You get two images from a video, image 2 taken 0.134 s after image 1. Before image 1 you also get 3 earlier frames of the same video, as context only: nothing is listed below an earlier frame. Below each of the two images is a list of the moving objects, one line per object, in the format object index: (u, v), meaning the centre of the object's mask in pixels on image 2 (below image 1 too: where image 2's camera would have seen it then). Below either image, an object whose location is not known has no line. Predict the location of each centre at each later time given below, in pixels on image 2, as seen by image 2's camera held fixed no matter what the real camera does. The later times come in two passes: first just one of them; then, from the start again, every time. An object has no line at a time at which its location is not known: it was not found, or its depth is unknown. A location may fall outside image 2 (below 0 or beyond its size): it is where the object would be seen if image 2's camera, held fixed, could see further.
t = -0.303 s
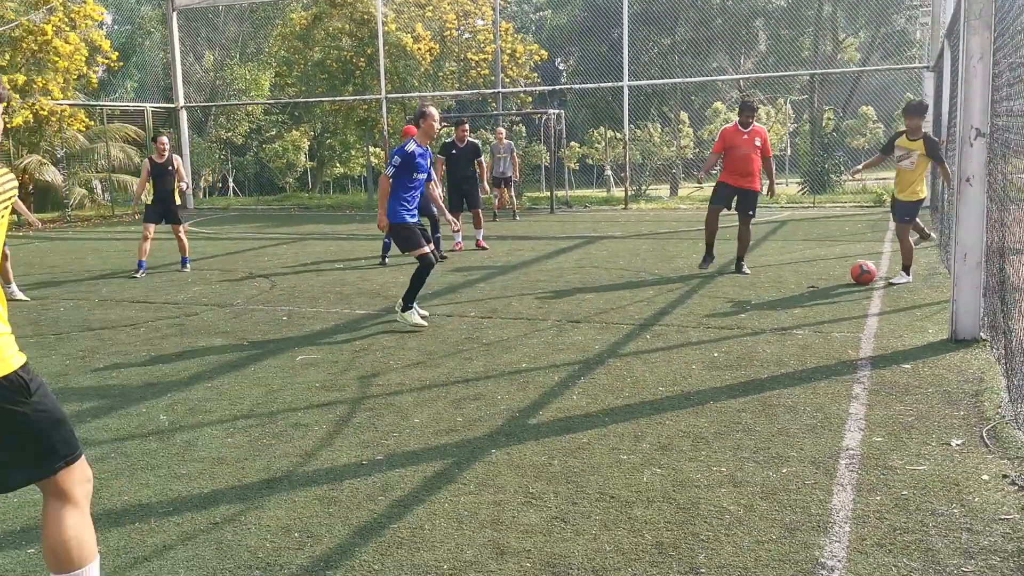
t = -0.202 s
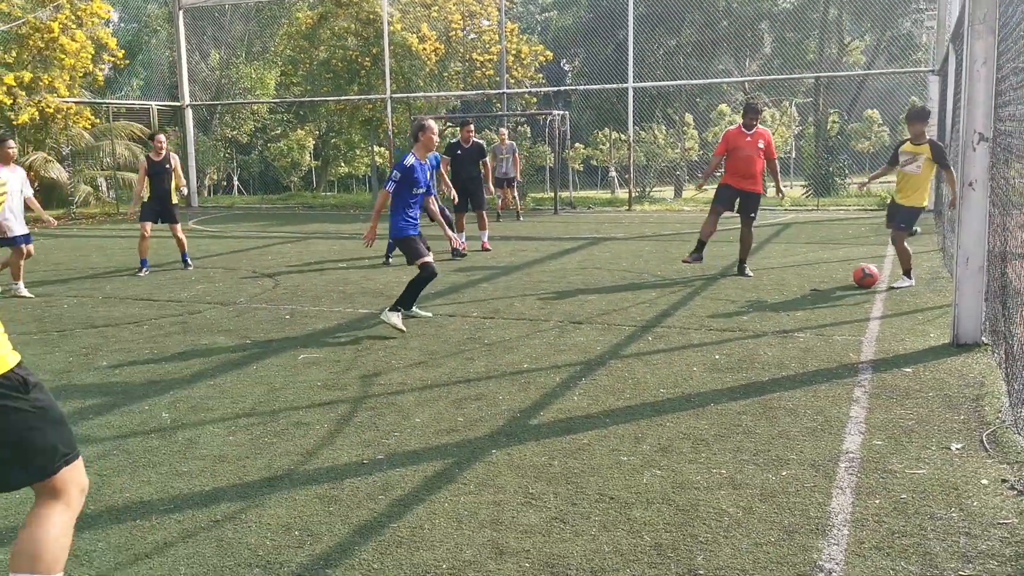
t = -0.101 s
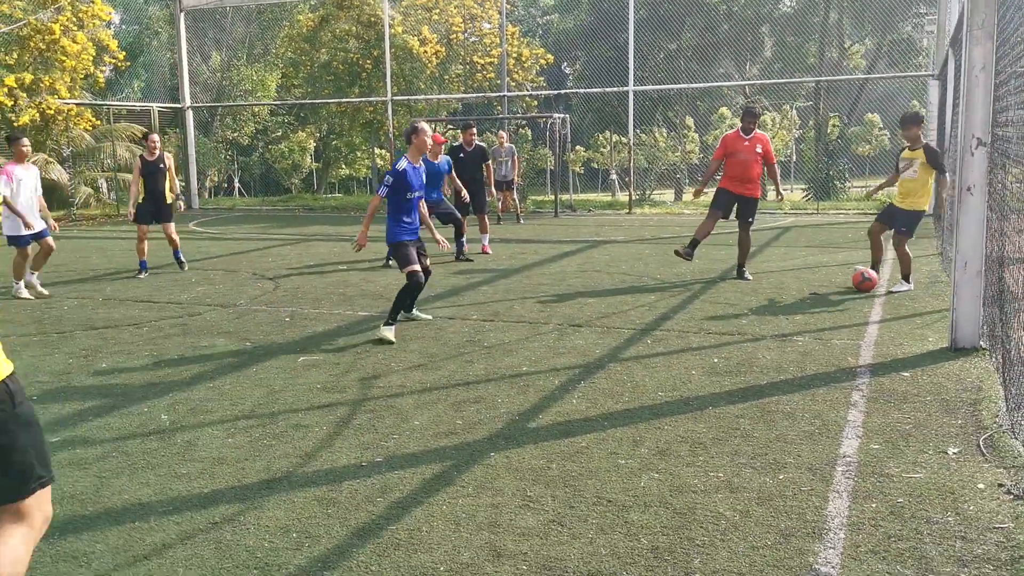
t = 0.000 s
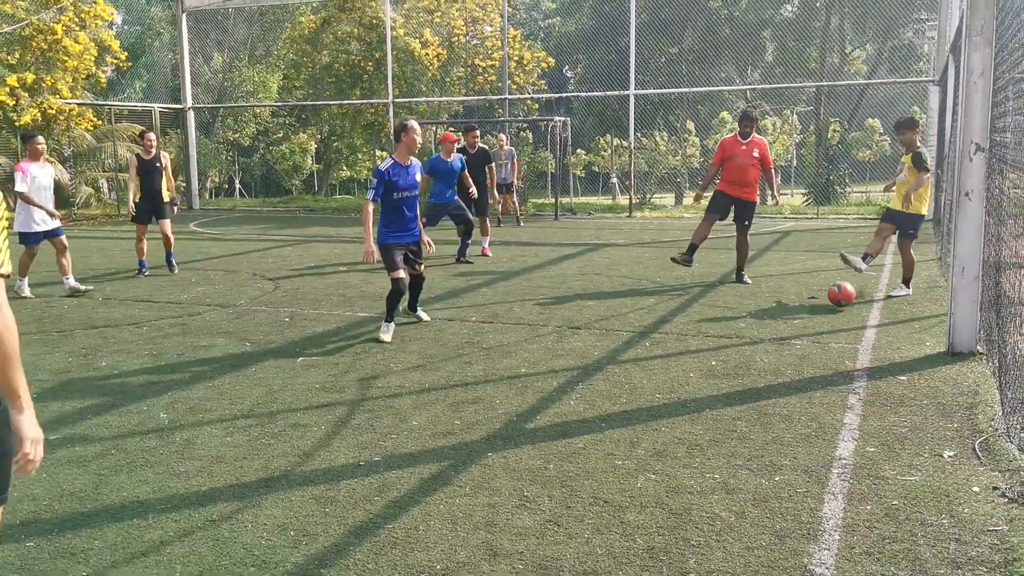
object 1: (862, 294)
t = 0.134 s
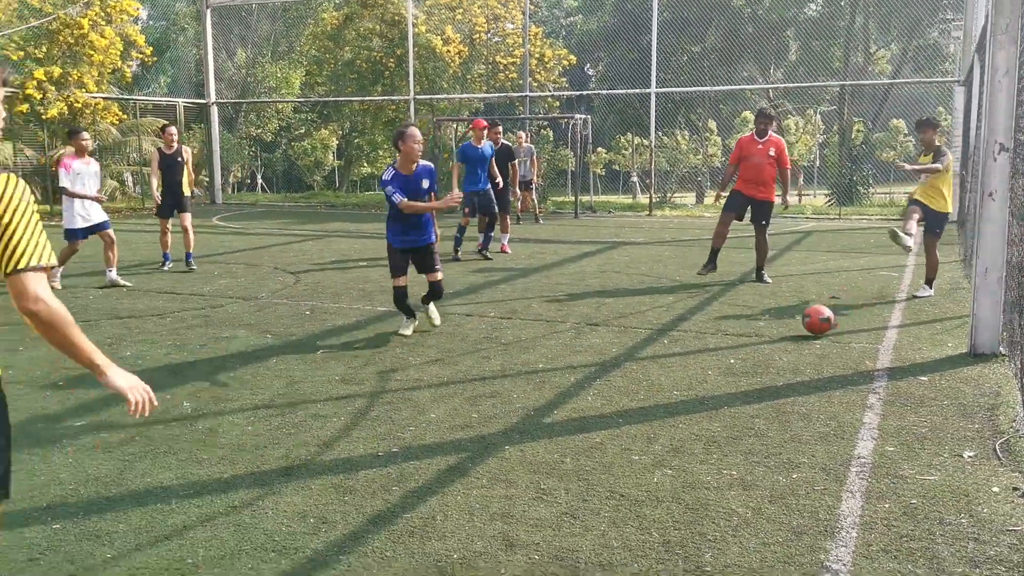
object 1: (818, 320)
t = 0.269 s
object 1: (764, 349)
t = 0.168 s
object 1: (806, 325)
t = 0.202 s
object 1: (793, 332)
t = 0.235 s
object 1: (779, 342)
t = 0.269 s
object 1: (764, 349)
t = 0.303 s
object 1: (750, 355)
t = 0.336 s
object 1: (734, 362)
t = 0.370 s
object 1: (717, 372)
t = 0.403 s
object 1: (699, 386)
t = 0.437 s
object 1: (681, 395)
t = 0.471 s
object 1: (663, 402)
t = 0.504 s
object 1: (642, 413)
